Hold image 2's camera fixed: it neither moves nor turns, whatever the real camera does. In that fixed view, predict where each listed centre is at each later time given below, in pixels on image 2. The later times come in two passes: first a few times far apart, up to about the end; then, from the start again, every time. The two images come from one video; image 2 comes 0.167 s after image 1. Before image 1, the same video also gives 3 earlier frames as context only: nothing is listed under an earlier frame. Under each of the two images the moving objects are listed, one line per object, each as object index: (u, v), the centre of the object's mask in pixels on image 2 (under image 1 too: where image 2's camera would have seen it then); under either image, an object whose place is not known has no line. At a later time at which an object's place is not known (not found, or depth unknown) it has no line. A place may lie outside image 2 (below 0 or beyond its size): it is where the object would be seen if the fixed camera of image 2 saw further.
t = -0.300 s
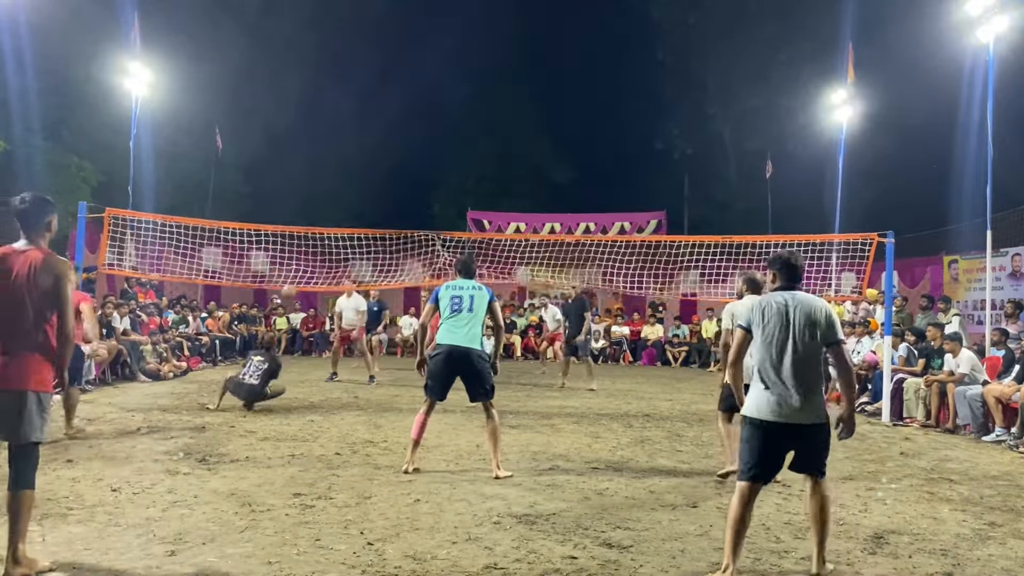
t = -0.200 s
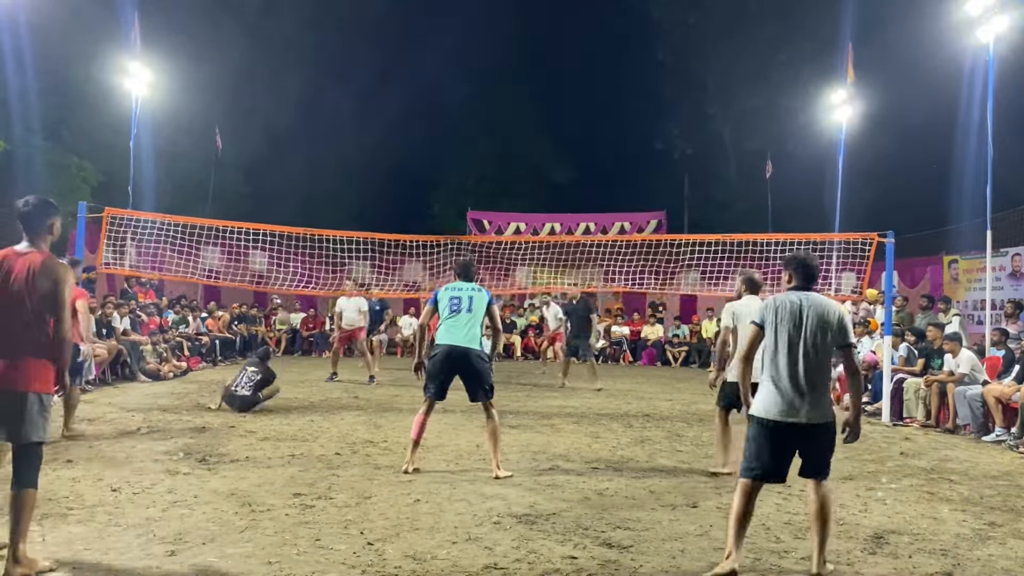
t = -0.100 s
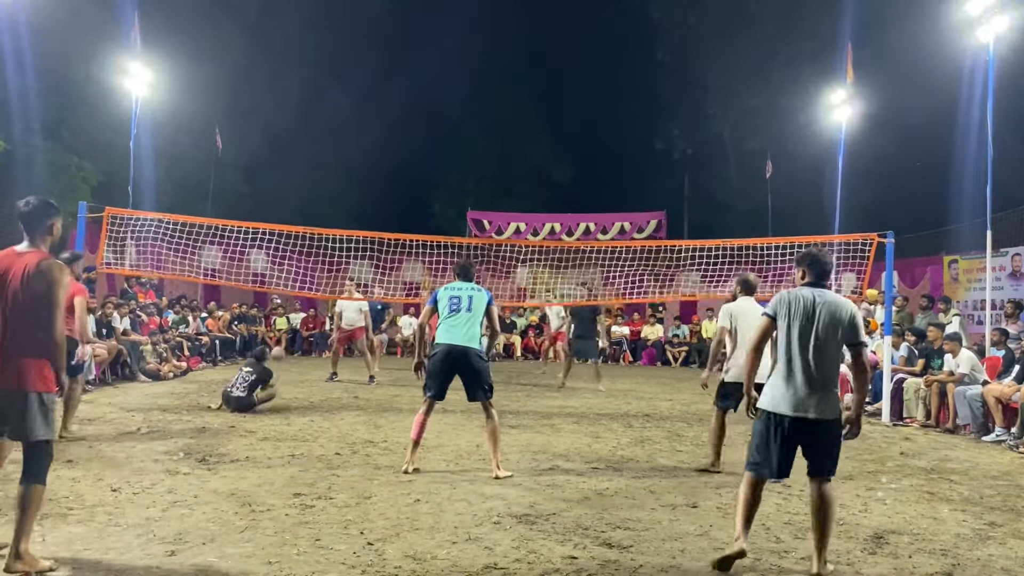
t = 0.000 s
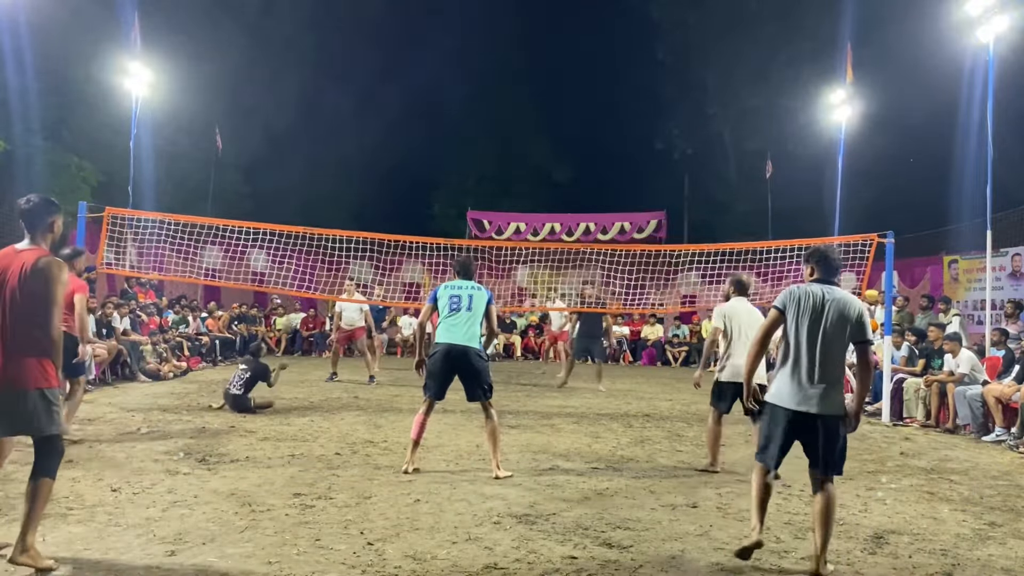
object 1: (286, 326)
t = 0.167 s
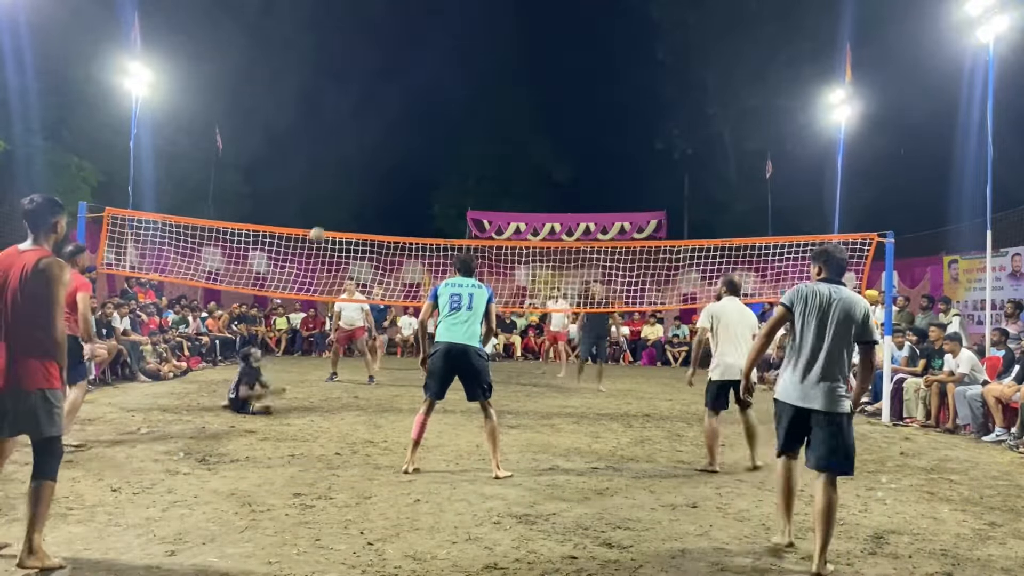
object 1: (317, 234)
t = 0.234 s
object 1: (329, 205)
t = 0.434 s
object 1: (368, 130)
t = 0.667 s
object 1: (417, 81)
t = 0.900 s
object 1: (475, 84)
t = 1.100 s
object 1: (532, 141)
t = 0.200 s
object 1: (324, 221)
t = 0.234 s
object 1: (329, 205)
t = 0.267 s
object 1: (336, 190)
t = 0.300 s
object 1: (341, 177)
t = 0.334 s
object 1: (348, 164)
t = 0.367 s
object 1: (355, 152)
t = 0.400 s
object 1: (361, 141)
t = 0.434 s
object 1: (368, 130)
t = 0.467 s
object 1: (374, 120)
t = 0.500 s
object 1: (381, 112)
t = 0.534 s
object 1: (388, 104)
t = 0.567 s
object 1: (395, 97)
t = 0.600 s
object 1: (402, 91)
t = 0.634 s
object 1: (410, 85)
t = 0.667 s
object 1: (417, 81)
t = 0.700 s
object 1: (425, 78)
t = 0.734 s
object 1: (433, 76)
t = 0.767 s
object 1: (441, 75)
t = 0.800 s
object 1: (449, 75)
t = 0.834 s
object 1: (458, 77)
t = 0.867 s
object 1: (466, 80)
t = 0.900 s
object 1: (475, 84)
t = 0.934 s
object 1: (484, 89)
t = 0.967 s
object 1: (493, 97)
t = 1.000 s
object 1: (502, 105)
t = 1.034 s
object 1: (512, 116)
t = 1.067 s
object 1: (522, 127)
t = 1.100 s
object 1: (532, 141)
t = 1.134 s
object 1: (543, 156)
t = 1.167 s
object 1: (554, 173)
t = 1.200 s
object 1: (565, 192)
